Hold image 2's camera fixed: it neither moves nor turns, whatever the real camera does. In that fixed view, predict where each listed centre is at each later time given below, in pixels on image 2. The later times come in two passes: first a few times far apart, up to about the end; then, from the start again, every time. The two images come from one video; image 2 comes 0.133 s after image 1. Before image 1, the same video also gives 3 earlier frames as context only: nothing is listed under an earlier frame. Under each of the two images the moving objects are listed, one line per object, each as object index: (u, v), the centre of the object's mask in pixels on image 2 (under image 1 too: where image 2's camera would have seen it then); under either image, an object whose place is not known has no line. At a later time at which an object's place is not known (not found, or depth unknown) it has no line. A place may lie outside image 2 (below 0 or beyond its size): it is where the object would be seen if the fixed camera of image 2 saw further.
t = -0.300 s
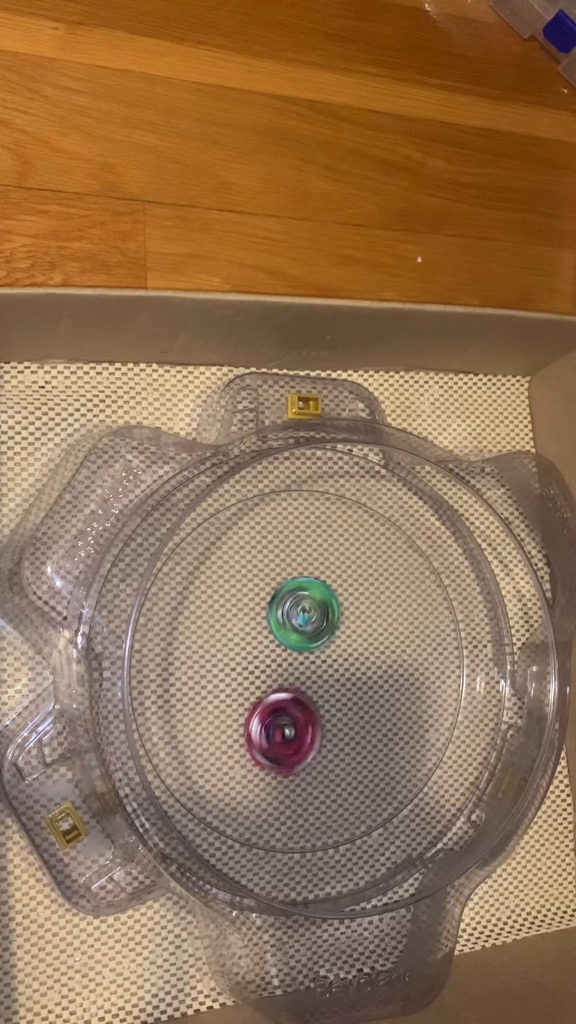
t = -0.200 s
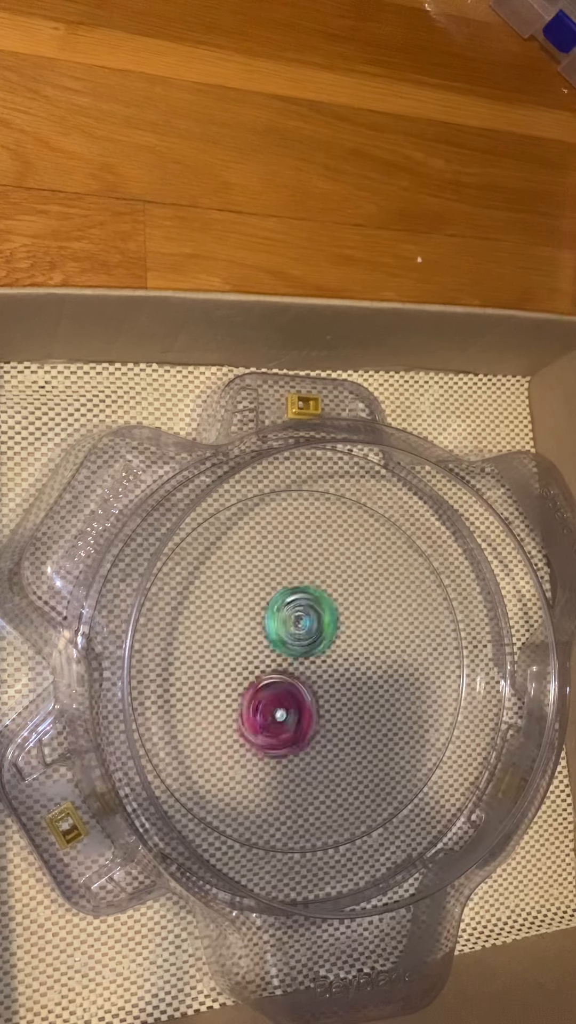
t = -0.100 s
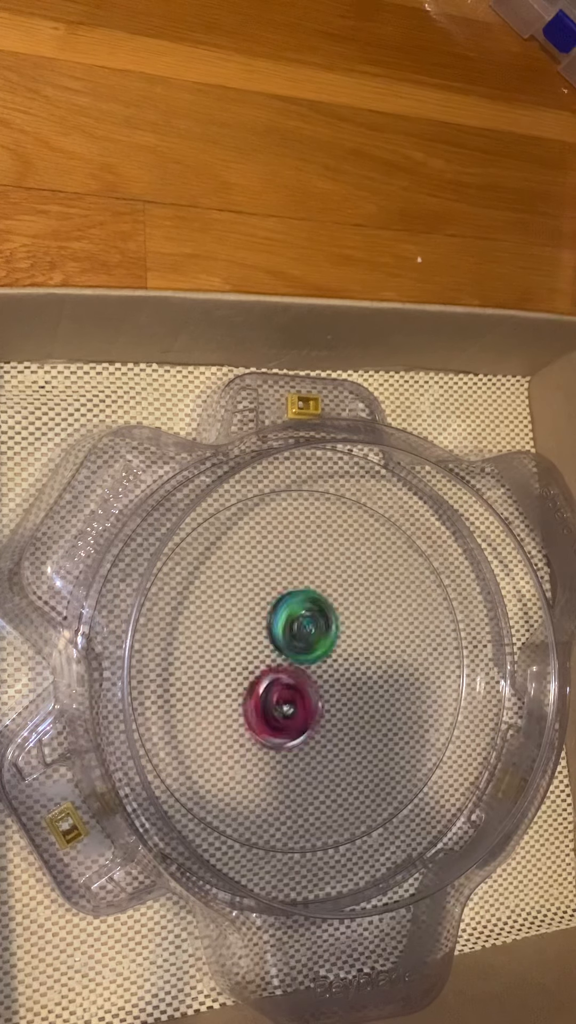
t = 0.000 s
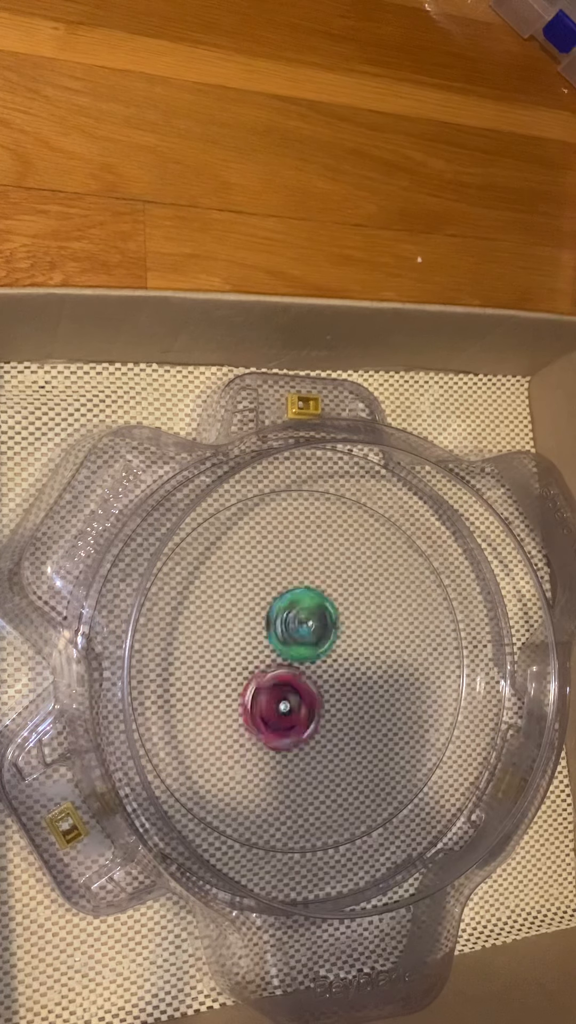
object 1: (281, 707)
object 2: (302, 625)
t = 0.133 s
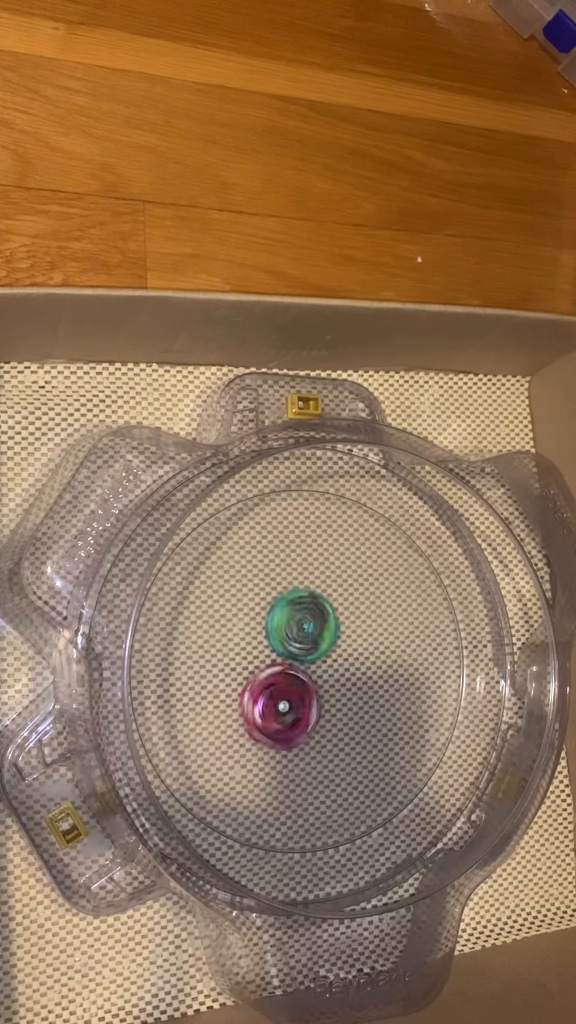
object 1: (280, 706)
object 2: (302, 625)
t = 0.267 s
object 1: (279, 708)
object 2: (301, 620)
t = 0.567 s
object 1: (283, 718)
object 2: (308, 623)
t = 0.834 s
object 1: (302, 712)
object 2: (318, 619)
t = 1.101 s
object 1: (310, 704)
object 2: (323, 627)
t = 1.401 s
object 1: (293, 705)
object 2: (323, 637)
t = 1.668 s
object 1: (284, 688)
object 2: (336, 631)
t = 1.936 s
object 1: (282, 686)
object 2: (327, 625)
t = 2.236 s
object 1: (283, 684)
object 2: (330, 626)
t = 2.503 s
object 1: (286, 684)
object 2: (330, 626)
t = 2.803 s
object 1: (287, 687)
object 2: (330, 628)
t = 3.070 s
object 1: (287, 686)
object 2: (330, 628)
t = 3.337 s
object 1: (287, 687)
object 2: (330, 628)
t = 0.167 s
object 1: (279, 706)
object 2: (302, 625)
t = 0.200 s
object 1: (279, 705)
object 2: (302, 626)
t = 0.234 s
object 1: (280, 704)
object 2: (301, 625)
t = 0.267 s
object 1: (279, 708)
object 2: (301, 620)
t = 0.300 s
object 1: (277, 709)
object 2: (299, 620)
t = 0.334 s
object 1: (276, 711)
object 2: (297, 619)
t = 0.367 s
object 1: (276, 712)
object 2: (297, 620)
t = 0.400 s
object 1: (277, 710)
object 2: (297, 624)
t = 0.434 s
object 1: (278, 709)
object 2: (297, 628)
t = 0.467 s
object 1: (278, 710)
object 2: (298, 629)
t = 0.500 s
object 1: (280, 713)
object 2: (302, 625)
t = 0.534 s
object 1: (282, 715)
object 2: (305, 624)
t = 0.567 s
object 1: (283, 718)
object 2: (308, 623)
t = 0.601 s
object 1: (284, 720)
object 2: (309, 622)
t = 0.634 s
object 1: (286, 719)
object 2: (310, 619)
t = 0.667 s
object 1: (287, 717)
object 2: (311, 618)
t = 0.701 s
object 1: (288, 716)
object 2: (313, 621)
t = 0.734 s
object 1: (291, 719)
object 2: (314, 620)
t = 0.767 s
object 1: (295, 719)
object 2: (316, 618)
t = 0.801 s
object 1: (300, 716)
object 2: (317, 618)
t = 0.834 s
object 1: (302, 712)
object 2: (318, 619)
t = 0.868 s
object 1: (304, 708)
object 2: (318, 622)
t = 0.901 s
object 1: (305, 706)
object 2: (317, 624)
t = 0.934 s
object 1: (306, 705)
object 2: (317, 625)
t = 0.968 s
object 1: (307, 705)
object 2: (318, 624)
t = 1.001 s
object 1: (309, 705)
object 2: (320, 624)
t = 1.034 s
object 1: (311, 705)
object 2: (322, 626)
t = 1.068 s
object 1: (311, 705)
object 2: (323, 627)
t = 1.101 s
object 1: (310, 704)
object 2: (323, 627)
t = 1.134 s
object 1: (309, 706)
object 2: (323, 626)
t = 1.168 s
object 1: (307, 709)
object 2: (324, 625)
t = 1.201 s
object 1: (305, 709)
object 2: (322, 624)
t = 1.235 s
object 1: (303, 709)
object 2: (321, 623)
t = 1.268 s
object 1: (300, 710)
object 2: (321, 624)
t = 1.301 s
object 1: (298, 711)
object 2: (322, 627)
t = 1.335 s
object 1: (297, 710)
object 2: (323, 631)
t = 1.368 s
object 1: (295, 708)
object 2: (324, 634)
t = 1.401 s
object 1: (293, 705)
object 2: (323, 637)
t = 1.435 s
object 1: (290, 703)
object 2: (325, 637)
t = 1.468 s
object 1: (287, 700)
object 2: (326, 636)
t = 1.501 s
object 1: (285, 697)
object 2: (327, 636)
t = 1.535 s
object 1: (284, 693)
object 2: (328, 636)
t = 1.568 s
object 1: (282, 692)
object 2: (331, 634)
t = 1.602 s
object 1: (281, 691)
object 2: (333, 633)
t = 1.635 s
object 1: (283, 688)
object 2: (335, 632)
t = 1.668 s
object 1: (284, 688)
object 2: (336, 631)
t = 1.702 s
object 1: (282, 687)
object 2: (336, 628)
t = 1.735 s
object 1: (283, 684)
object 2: (335, 626)
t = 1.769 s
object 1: (281, 683)
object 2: (332, 625)
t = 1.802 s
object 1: (281, 681)
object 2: (330, 625)
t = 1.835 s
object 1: (278, 683)
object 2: (330, 624)
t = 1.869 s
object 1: (277, 686)
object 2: (331, 624)
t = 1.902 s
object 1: (278, 687)
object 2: (330, 624)
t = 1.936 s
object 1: (282, 686)
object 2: (327, 625)
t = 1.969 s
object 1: (283, 688)
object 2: (326, 625)
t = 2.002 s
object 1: (284, 691)
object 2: (327, 626)
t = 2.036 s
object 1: (285, 692)
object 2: (327, 627)
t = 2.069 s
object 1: (286, 690)
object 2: (327, 627)
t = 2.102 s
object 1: (285, 689)
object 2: (327, 627)
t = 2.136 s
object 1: (285, 688)
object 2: (328, 627)
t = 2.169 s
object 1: (284, 687)
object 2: (330, 626)
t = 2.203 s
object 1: (283, 686)
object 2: (330, 626)
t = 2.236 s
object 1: (283, 684)
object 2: (330, 626)
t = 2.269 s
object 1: (283, 683)
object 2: (329, 625)
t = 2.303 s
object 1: (282, 683)
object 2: (329, 626)
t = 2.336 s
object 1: (283, 683)
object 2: (330, 626)
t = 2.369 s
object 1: (283, 683)
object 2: (330, 627)
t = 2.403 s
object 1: (284, 684)
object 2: (330, 627)
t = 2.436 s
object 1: (284, 685)
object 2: (330, 627)
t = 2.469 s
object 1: (285, 685)
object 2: (330, 626)
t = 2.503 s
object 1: (286, 684)
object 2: (330, 626)
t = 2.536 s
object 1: (286, 685)
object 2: (331, 626)
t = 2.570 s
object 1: (286, 686)
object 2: (331, 626)
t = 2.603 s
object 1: (287, 686)
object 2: (331, 627)
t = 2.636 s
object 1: (287, 687)
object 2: (330, 628)
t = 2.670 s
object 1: (287, 687)
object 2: (330, 628)
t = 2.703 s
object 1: (287, 687)
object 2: (330, 628)
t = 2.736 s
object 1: (287, 687)
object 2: (330, 628)
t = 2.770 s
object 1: (287, 687)
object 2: (330, 628)
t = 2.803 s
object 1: (287, 687)
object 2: (330, 628)
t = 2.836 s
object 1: (287, 686)
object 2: (330, 628)
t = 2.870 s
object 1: (286, 686)
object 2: (330, 628)
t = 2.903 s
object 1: (286, 685)
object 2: (330, 628)
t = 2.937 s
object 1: (286, 685)
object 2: (330, 628)
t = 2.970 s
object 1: (286, 685)
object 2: (330, 628)
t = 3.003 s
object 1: (286, 685)
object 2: (330, 628)
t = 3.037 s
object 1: (287, 685)
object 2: (330, 628)
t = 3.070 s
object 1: (287, 686)
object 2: (330, 628)
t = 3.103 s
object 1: (287, 686)
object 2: (330, 628)
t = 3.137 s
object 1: (287, 686)
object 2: (330, 628)
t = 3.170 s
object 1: (287, 686)
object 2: (330, 628)
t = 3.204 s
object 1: (287, 687)
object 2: (330, 628)
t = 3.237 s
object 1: (287, 687)
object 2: (330, 628)
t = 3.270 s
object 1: (287, 687)
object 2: (330, 628)
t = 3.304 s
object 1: (287, 687)
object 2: (330, 628)
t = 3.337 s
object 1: (287, 687)
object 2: (330, 628)
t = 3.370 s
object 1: (287, 686)
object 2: (330, 628)
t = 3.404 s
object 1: (287, 686)
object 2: (330, 628)
